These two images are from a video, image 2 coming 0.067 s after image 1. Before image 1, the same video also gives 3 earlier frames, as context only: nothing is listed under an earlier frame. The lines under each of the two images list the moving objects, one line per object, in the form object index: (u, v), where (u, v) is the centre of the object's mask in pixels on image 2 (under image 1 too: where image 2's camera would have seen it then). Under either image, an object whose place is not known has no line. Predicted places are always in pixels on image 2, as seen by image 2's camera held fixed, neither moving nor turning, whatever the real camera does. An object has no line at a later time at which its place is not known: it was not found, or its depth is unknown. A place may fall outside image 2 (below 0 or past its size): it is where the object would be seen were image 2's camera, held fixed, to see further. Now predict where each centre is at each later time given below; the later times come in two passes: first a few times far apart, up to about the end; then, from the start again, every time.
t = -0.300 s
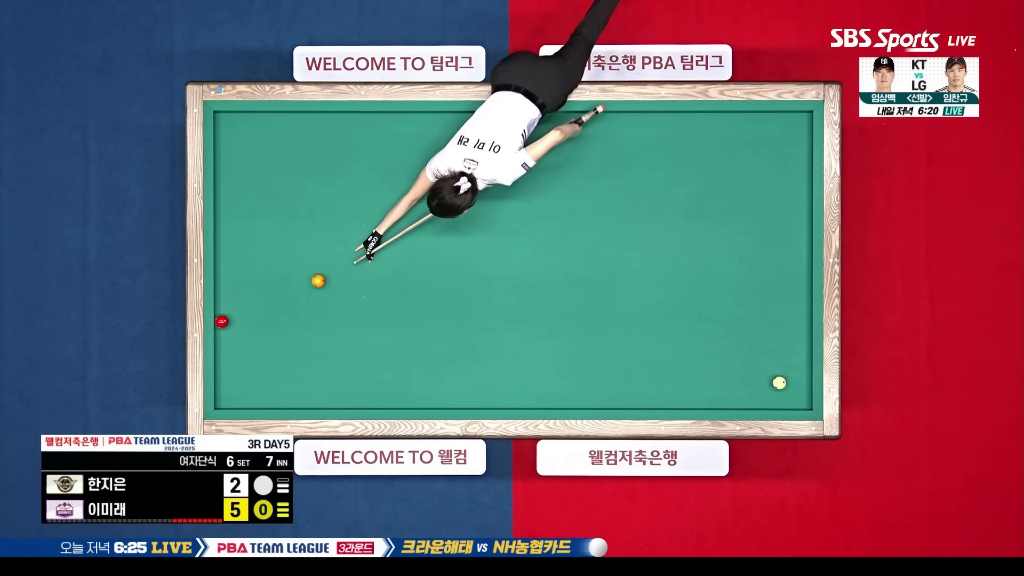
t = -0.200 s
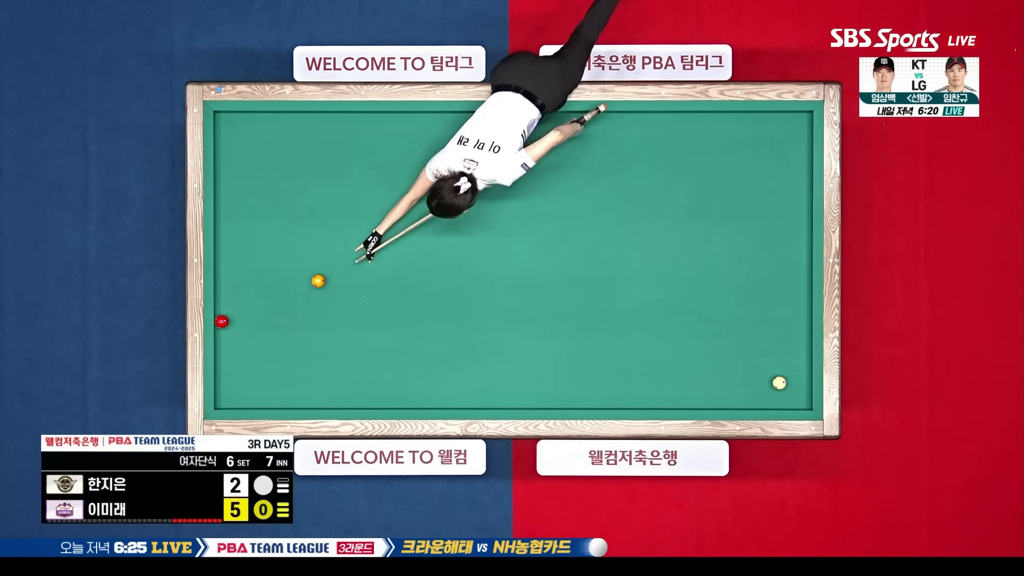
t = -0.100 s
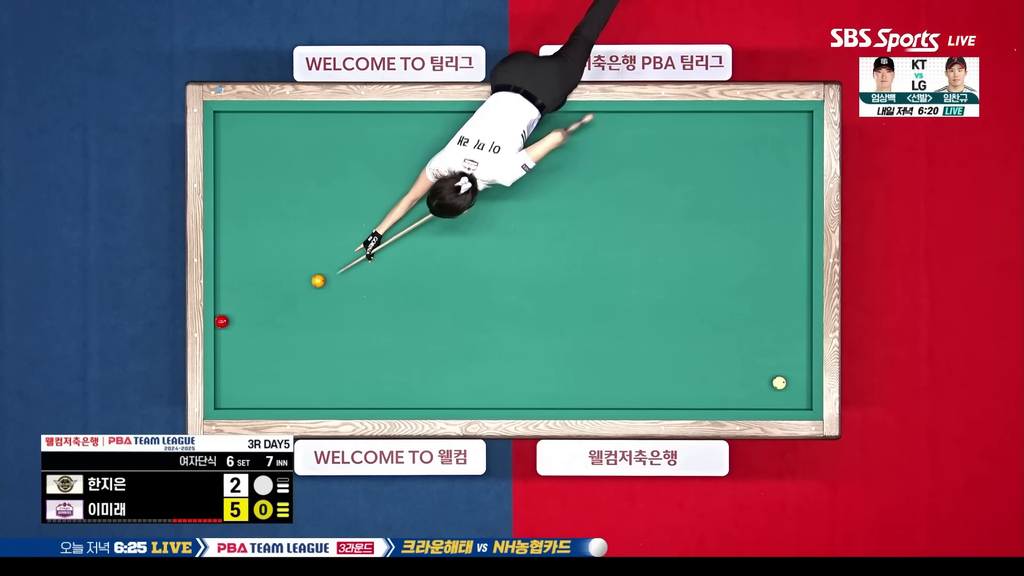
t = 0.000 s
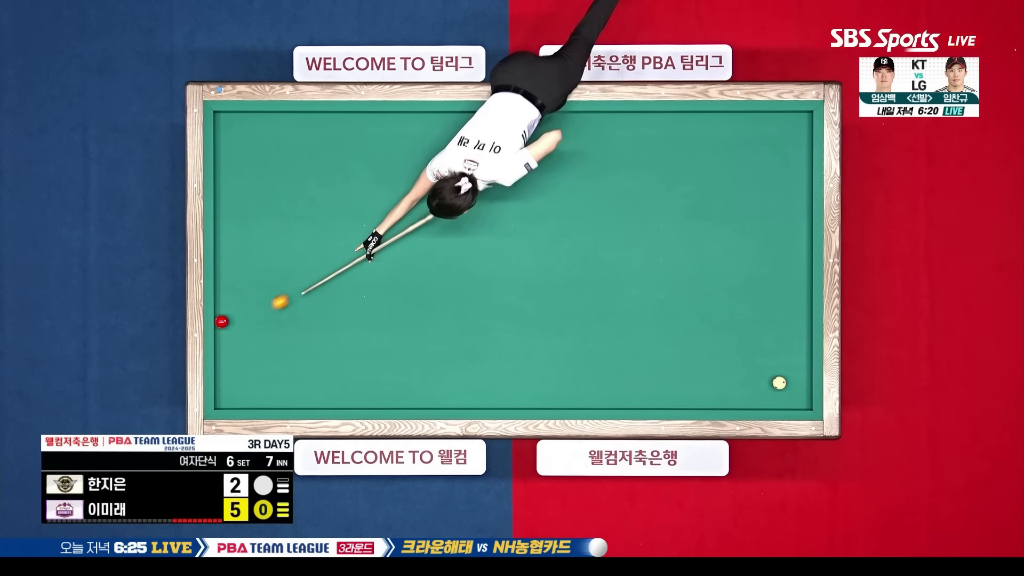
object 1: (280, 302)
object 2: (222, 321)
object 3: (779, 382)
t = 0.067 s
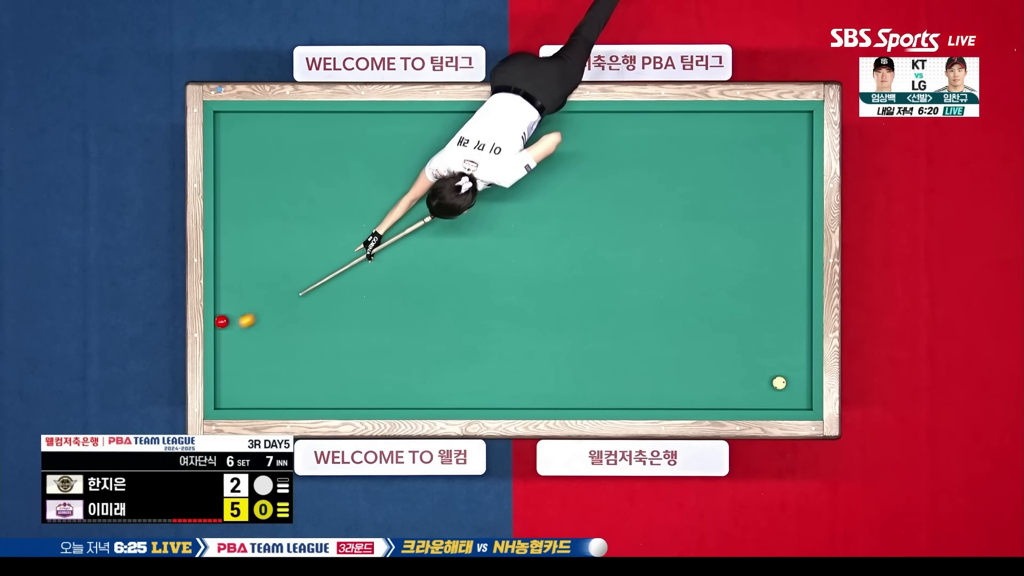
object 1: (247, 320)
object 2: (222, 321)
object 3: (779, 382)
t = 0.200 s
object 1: (230, 371)
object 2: (235, 312)
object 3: (779, 383)
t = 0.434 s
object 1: (282, 360)
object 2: (267, 296)
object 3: (779, 382)
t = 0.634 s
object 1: (326, 312)
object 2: (293, 283)
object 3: (779, 383)
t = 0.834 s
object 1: (367, 268)
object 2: (317, 271)
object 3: (779, 382)
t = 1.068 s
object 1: (414, 219)
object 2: (346, 257)
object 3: (779, 383)
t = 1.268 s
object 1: (455, 176)
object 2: (371, 244)
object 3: (779, 383)
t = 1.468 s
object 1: (494, 134)
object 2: (395, 232)
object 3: (779, 383)
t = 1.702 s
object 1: (530, 140)
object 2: (422, 219)
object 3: (779, 383)
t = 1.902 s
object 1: (555, 161)
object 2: (445, 207)
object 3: (779, 383)
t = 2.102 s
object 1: (580, 182)
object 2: (468, 196)
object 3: (779, 383)
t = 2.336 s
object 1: (609, 206)
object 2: (494, 183)
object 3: (779, 383)
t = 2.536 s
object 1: (634, 226)
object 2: (516, 172)
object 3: (779, 383)
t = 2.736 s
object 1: (658, 245)
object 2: (538, 161)
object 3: (779, 383)
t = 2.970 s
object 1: (686, 268)
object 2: (562, 149)
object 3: (779, 383)
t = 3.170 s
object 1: (709, 288)
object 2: (584, 139)
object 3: (779, 383)
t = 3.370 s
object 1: (732, 306)
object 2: (604, 129)
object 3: (779, 383)
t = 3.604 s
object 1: (759, 328)
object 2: (628, 117)
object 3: (779, 383)
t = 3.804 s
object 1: (781, 346)
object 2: (645, 122)
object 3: (779, 382)
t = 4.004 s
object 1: (803, 364)
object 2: (662, 126)
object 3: (779, 383)
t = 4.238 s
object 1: (793, 379)
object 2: (680, 132)
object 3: (779, 383)
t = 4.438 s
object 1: (791, 387)
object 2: (696, 137)
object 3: (770, 386)
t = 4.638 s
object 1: (789, 394)
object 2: (711, 142)
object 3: (762, 389)
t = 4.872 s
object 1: (788, 402)
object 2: (729, 147)
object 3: (752, 393)
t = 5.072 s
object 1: (786, 401)
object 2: (743, 152)
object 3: (745, 396)
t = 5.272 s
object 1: (783, 398)
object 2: (758, 156)
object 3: (738, 398)
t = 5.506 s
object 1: (781, 394)
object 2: (774, 161)
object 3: (729, 401)
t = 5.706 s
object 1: (779, 392)
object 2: (787, 165)
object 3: (723, 403)
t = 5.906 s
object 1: (777, 389)
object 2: (801, 169)
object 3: (718, 402)
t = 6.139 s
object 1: (776, 386)
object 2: (801, 174)
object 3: (712, 400)
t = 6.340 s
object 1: (774, 384)
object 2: (794, 178)
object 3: (708, 399)
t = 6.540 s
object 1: (773, 383)
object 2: (787, 182)
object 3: (704, 398)
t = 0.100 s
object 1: (231, 330)
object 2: (220, 321)
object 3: (779, 382)
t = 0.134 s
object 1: (223, 344)
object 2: (224, 318)
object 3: (779, 383)
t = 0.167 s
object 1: (223, 357)
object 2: (230, 315)
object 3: (779, 383)
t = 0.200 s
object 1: (230, 371)
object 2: (235, 312)
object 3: (779, 383)
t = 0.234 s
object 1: (237, 384)
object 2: (241, 309)
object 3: (779, 382)
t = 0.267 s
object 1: (243, 397)
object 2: (245, 307)
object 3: (779, 383)
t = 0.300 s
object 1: (250, 400)
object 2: (250, 305)
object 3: (779, 382)
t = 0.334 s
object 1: (259, 389)
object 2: (254, 303)
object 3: (779, 383)
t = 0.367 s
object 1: (267, 379)
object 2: (258, 301)
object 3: (779, 382)
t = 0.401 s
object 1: (274, 369)
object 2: (263, 299)
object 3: (779, 383)
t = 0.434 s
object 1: (282, 360)
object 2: (267, 296)
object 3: (779, 382)
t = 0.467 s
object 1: (290, 351)
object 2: (271, 294)
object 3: (779, 382)
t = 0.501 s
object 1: (298, 343)
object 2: (276, 292)
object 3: (779, 382)
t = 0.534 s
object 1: (305, 334)
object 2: (280, 290)
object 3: (779, 382)
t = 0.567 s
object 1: (312, 327)
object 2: (284, 288)
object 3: (779, 382)
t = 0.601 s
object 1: (319, 319)
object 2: (288, 286)
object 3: (779, 382)
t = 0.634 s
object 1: (326, 312)
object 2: (293, 283)
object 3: (779, 383)
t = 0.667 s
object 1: (333, 305)
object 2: (297, 282)
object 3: (779, 383)
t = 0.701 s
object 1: (339, 298)
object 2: (301, 279)
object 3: (779, 382)
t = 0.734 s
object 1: (346, 290)
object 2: (305, 277)
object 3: (779, 383)
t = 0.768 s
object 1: (353, 283)
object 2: (309, 275)
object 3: (779, 382)
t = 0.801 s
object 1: (360, 276)
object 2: (314, 273)
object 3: (779, 383)
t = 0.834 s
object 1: (367, 268)
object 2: (317, 271)
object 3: (779, 382)
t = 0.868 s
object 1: (373, 262)
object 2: (322, 269)
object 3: (779, 383)
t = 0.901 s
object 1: (380, 255)
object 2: (326, 267)
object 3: (779, 383)
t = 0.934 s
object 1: (387, 247)
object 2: (330, 265)
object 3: (779, 383)
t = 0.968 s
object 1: (394, 240)
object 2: (334, 263)
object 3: (779, 383)
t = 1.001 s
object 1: (401, 233)
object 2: (338, 261)
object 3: (779, 383)
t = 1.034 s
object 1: (408, 226)
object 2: (342, 259)
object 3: (779, 383)
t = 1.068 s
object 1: (414, 219)
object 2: (346, 257)
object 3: (779, 383)
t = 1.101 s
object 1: (421, 211)
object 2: (351, 255)
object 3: (779, 383)
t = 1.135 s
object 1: (428, 205)
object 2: (354, 253)
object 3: (779, 383)
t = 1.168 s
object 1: (434, 197)
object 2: (359, 251)
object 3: (779, 383)
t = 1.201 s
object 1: (441, 190)
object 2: (363, 249)
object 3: (779, 383)
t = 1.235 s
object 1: (448, 183)
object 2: (367, 247)
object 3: (779, 382)
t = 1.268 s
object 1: (455, 176)
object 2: (371, 244)
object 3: (779, 383)
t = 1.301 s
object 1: (461, 169)
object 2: (375, 242)
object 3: (779, 383)
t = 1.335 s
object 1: (468, 162)
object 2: (379, 241)
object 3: (779, 382)
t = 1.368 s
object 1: (475, 155)
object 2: (383, 239)
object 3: (779, 383)
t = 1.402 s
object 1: (481, 148)
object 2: (387, 236)
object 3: (779, 383)
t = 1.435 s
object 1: (488, 141)
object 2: (391, 234)
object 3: (779, 383)
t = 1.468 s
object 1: (494, 134)
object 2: (395, 232)
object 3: (779, 383)
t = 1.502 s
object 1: (501, 127)
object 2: (399, 231)
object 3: (779, 383)
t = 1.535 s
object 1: (508, 120)
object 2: (403, 229)
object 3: (779, 383)
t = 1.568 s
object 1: (513, 119)
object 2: (406, 227)
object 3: (779, 383)
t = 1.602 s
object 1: (517, 125)
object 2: (411, 225)
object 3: (779, 383)
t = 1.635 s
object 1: (521, 130)
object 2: (414, 223)
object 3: (779, 383)
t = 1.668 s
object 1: (525, 135)
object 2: (418, 221)
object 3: (779, 383)
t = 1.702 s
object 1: (530, 140)
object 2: (422, 219)
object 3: (779, 383)
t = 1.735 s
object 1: (534, 144)
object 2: (426, 217)
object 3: (779, 383)
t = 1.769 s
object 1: (538, 147)
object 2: (430, 215)
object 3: (779, 383)
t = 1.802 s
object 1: (543, 151)
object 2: (434, 213)
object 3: (779, 383)
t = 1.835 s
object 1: (547, 154)
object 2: (437, 211)
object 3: (779, 383)
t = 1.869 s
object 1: (551, 158)
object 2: (441, 209)
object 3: (779, 383)
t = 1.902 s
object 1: (555, 161)
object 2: (445, 207)
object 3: (779, 383)
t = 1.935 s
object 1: (559, 165)
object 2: (449, 205)
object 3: (779, 383)
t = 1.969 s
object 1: (564, 168)
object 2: (453, 203)
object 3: (779, 383)
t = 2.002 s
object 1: (568, 172)
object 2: (457, 201)
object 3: (779, 383)
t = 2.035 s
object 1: (572, 175)
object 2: (460, 200)
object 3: (779, 383)
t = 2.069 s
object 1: (576, 179)
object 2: (464, 197)
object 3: (779, 383)
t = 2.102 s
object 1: (580, 182)
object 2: (468, 196)
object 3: (779, 383)
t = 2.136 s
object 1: (585, 185)
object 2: (472, 194)
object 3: (779, 383)
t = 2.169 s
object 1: (589, 189)
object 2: (475, 192)
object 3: (779, 383)
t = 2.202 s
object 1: (593, 192)
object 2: (479, 190)
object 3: (779, 383)
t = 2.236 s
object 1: (597, 195)
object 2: (483, 188)
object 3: (779, 382)
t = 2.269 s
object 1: (601, 199)
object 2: (487, 187)
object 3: (779, 383)
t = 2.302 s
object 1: (605, 202)
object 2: (490, 185)
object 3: (779, 383)
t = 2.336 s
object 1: (609, 206)
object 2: (494, 183)
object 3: (779, 383)
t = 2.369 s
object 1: (614, 209)
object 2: (498, 181)
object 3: (779, 383)
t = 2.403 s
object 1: (618, 212)
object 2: (501, 179)
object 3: (779, 383)
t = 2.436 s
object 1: (622, 216)
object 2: (505, 177)
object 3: (779, 383)
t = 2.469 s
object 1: (626, 219)
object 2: (509, 176)
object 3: (779, 383)
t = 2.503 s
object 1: (630, 222)
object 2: (512, 174)
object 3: (779, 383)
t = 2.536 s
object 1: (634, 226)
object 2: (516, 172)
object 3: (779, 383)
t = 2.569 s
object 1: (638, 229)
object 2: (520, 170)
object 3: (779, 383)
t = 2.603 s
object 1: (642, 232)
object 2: (523, 169)
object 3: (779, 383)
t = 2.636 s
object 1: (646, 236)
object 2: (527, 167)
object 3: (779, 382)
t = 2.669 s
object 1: (650, 239)
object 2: (531, 165)
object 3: (779, 383)
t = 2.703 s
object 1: (654, 242)
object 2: (534, 163)
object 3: (779, 383)
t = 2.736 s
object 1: (658, 245)
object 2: (538, 161)
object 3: (779, 383)
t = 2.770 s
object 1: (662, 249)
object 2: (541, 160)
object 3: (779, 383)
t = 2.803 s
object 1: (666, 252)
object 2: (545, 158)
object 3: (779, 383)
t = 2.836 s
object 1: (670, 255)
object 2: (548, 156)
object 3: (779, 383)
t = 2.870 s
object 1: (674, 258)
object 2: (552, 154)
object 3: (779, 383)
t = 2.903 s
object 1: (678, 262)
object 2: (555, 153)
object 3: (779, 383)
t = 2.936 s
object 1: (682, 265)
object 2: (559, 151)
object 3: (779, 383)
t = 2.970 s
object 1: (686, 268)
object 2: (562, 149)
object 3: (779, 383)
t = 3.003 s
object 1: (689, 271)
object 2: (566, 147)
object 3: (779, 382)
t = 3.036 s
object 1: (693, 275)
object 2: (569, 146)
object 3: (779, 383)
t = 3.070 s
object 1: (697, 278)
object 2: (573, 144)
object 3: (779, 382)
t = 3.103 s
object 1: (701, 281)
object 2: (577, 142)
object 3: (779, 383)
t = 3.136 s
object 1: (705, 284)
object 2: (580, 141)
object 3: (779, 382)
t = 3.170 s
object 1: (709, 288)
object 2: (584, 139)
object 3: (779, 383)
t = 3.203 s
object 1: (713, 291)
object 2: (587, 137)
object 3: (779, 383)
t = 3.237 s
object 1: (717, 294)
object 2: (590, 136)
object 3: (779, 382)
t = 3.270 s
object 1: (721, 297)
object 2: (594, 134)
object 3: (779, 382)
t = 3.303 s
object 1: (724, 300)
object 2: (597, 132)
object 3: (779, 383)
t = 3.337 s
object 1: (728, 303)
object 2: (601, 130)
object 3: (779, 383)
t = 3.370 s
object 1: (732, 306)
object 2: (604, 129)
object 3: (779, 383)
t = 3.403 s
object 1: (736, 309)
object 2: (607, 127)
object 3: (779, 383)
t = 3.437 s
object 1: (740, 313)
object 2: (611, 125)
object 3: (779, 383)
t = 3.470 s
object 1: (743, 316)
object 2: (614, 124)
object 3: (779, 383)
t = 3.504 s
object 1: (747, 319)
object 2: (618, 122)
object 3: (779, 383)
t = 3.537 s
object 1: (751, 322)
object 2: (621, 120)
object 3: (779, 382)
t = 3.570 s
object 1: (755, 325)
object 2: (624, 119)
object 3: (779, 383)
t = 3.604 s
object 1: (759, 328)
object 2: (628, 117)
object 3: (779, 383)
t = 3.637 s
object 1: (762, 331)
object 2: (631, 117)
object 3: (779, 382)
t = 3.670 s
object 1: (766, 334)
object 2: (634, 118)
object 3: (779, 382)
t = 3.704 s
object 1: (770, 337)
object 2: (636, 119)
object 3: (779, 383)
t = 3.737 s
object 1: (774, 340)
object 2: (639, 120)
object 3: (779, 383)
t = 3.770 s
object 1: (777, 343)
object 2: (642, 121)
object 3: (779, 383)
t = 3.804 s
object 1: (781, 346)
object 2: (645, 122)
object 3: (779, 382)
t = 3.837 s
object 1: (785, 349)
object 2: (648, 123)
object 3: (779, 382)
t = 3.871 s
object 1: (788, 352)
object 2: (650, 123)
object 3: (779, 382)
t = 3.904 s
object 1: (792, 355)
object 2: (653, 124)
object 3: (779, 382)
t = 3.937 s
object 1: (796, 358)
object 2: (656, 125)
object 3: (779, 382)
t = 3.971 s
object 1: (800, 361)
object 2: (658, 126)
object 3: (779, 382)
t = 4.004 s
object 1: (803, 364)
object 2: (662, 126)
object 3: (779, 383)
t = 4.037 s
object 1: (806, 367)
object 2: (664, 127)
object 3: (779, 382)
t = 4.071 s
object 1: (803, 369)
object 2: (667, 128)
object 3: (779, 382)
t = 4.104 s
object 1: (800, 371)
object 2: (670, 129)
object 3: (779, 383)
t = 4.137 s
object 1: (798, 373)
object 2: (672, 130)
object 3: (779, 383)
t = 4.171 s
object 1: (796, 375)
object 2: (675, 131)
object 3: (779, 383)
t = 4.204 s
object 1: (794, 377)
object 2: (677, 132)
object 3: (779, 383)
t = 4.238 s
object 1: (793, 379)
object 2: (680, 132)
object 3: (779, 383)
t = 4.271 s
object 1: (792, 380)
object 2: (683, 133)
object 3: (778, 383)
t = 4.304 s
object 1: (792, 381)
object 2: (686, 134)
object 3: (776, 384)
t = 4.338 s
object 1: (792, 383)
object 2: (688, 135)
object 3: (774, 384)
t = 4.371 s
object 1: (791, 384)
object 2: (691, 136)
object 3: (773, 385)
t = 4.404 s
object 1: (791, 385)
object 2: (693, 136)
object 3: (771, 385)
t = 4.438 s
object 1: (791, 387)
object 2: (696, 137)
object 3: (770, 386)
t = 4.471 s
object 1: (790, 388)
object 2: (699, 138)
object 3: (769, 387)
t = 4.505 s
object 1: (790, 389)
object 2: (701, 139)
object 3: (767, 387)
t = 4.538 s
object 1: (790, 390)
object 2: (704, 140)
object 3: (766, 388)
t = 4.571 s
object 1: (790, 391)
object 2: (706, 140)
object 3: (764, 388)
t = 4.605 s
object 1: (790, 393)
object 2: (709, 141)
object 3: (763, 389)
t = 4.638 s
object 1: (789, 394)
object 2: (711, 142)
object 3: (762, 389)
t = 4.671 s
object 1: (789, 395)
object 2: (714, 142)
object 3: (760, 390)
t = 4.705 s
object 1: (789, 396)
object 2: (717, 143)
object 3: (759, 391)
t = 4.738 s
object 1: (789, 397)
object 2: (719, 144)
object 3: (758, 391)
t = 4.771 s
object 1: (789, 398)
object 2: (721, 145)
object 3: (756, 391)
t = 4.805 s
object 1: (788, 400)
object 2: (724, 146)
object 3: (755, 392)
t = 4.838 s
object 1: (788, 401)
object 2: (726, 146)
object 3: (754, 392)
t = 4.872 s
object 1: (788, 402)
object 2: (729, 147)
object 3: (752, 393)
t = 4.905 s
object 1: (787, 403)
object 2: (732, 148)
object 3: (751, 393)
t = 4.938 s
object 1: (787, 403)
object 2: (734, 149)
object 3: (750, 394)
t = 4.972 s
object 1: (787, 403)
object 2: (736, 149)
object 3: (749, 394)
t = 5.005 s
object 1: (786, 402)
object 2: (739, 150)
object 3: (747, 395)
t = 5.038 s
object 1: (786, 402)
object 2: (741, 151)
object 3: (746, 395)
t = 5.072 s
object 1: (786, 401)
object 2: (743, 152)
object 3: (745, 396)
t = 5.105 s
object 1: (785, 401)
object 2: (746, 153)
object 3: (744, 396)
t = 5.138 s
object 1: (785, 400)
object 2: (749, 153)
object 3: (742, 397)
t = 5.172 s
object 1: (784, 399)
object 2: (751, 154)
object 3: (741, 397)
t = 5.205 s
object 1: (784, 399)
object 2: (753, 155)
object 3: (740, 398)
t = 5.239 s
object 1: (784, 398)
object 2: (755, 156)
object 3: (739, 398)
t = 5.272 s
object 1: (783, 398)
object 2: (758, 156)
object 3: (738, 398)
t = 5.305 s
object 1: (783, 397)
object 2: (760, 157)
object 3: (736, 399)
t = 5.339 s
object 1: (783, 397)
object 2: (763, 157)
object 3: (735, 399)
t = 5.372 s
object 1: (782, 396)
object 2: (765, 158)
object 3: (734, 400)
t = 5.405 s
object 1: (782, 396)
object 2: (767, 159)
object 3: (733, 400)
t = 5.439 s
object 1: (781, 395)
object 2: (769, 160)
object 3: (732, 401)
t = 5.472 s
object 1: (781, 395)
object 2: (772, 160)
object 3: (731, 401)
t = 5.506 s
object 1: (781, 394)
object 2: (774, 161)
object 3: (729, 401)
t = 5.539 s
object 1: (780, 394)
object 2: (776, 162)
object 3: (729, 402)
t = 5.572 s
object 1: (780, 393)
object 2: (779, 162)
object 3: (727, 402)
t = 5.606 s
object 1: (780, 393)
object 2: (781, 163)
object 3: (726, 403)
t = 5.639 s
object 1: (779, 392)
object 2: (783, 164)
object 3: (725, 403)
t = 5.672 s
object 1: (779, 392)
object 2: (785, 164)
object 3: (724, 403)
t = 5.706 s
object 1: (779, 392)
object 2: (787, 165)
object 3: (723, 403)
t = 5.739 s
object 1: (779, 391)
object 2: (790, 166)
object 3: (722, 403)
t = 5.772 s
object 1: (778, 391)
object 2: (792, 166)
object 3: (721, 403)
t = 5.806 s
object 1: (778, 390)
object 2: (794, 167)
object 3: (721, 402)
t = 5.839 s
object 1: (778, 390)
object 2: (796, 168)
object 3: (720, 402)
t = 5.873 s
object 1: (778, 389)
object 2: (798, 169)
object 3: (719, 402)
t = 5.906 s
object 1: (777, 389)
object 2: (801, 169)
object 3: (718, 402)
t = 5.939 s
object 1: (777, 388)
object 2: (803, 170)
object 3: (717, 402)
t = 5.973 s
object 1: (777, 388)
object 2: (805, 171)
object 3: (716, 402)
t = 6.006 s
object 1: (777, 388)
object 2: (806, 172)
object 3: (716, 401)
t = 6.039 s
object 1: (776, 387)
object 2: (805, 172)
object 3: (715, 401)
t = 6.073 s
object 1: (776, 387)
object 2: (804, 173)
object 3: (714, 401)
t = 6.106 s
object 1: (776, 387)
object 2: (803, 173)
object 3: (713, 401)
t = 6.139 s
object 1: (776, 386)
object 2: (801, 174)
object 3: (712, 400)
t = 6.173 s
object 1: (776, 386)
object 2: (800, 175)
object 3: (712, 400)
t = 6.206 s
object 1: (775, 386)
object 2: (798, 175)
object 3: (711, 400)
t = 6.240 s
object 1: (775, 385)
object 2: (797, 176)
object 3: (710, 400)
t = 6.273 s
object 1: (775, 385)
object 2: (796, 177)
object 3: (709, 399)
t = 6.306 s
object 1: (775, 385)
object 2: (795, 177)
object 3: (709, 399)
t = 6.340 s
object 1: (774, 384)
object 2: (794, 178)
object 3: (708, 399)
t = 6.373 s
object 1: (774, 384)
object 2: (793, 178)
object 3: (707, 399)
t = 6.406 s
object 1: (774, 384)
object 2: (791, 179)
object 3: (706, 399)
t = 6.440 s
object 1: (774, 384)
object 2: (790, 180)
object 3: (706, 398)
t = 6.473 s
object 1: (774, 383)
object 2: (789, 180)
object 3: (705, 398)
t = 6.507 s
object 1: (773, 383)
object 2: (788, 181)
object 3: (704, 398)
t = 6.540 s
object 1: (773, 383)
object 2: (787, 182)
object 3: (704, 398)
